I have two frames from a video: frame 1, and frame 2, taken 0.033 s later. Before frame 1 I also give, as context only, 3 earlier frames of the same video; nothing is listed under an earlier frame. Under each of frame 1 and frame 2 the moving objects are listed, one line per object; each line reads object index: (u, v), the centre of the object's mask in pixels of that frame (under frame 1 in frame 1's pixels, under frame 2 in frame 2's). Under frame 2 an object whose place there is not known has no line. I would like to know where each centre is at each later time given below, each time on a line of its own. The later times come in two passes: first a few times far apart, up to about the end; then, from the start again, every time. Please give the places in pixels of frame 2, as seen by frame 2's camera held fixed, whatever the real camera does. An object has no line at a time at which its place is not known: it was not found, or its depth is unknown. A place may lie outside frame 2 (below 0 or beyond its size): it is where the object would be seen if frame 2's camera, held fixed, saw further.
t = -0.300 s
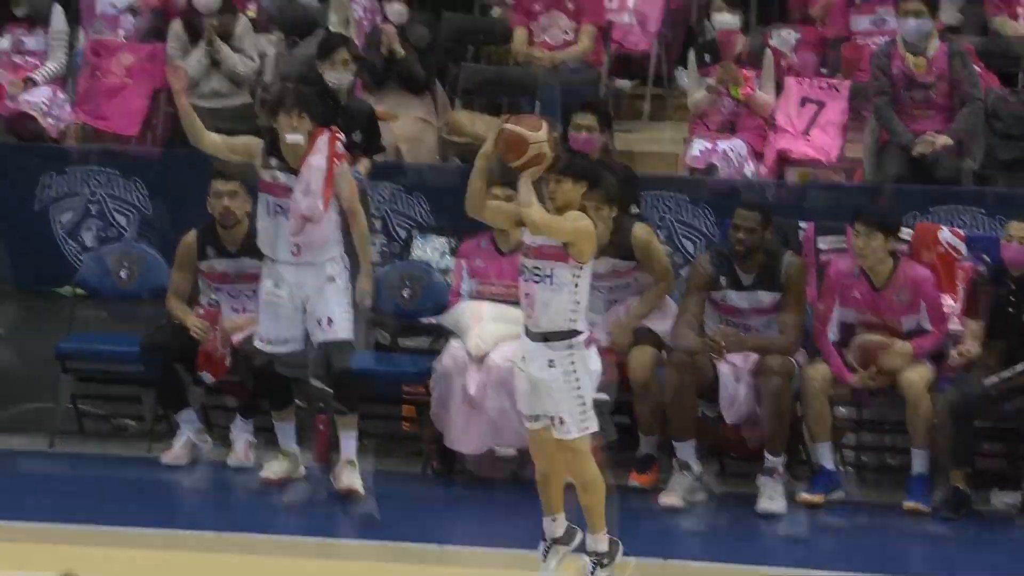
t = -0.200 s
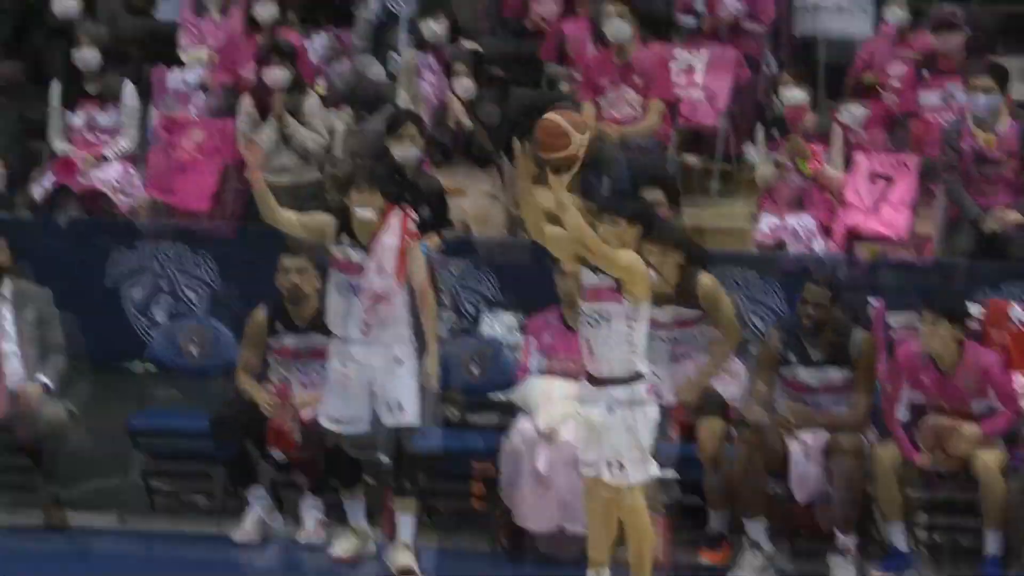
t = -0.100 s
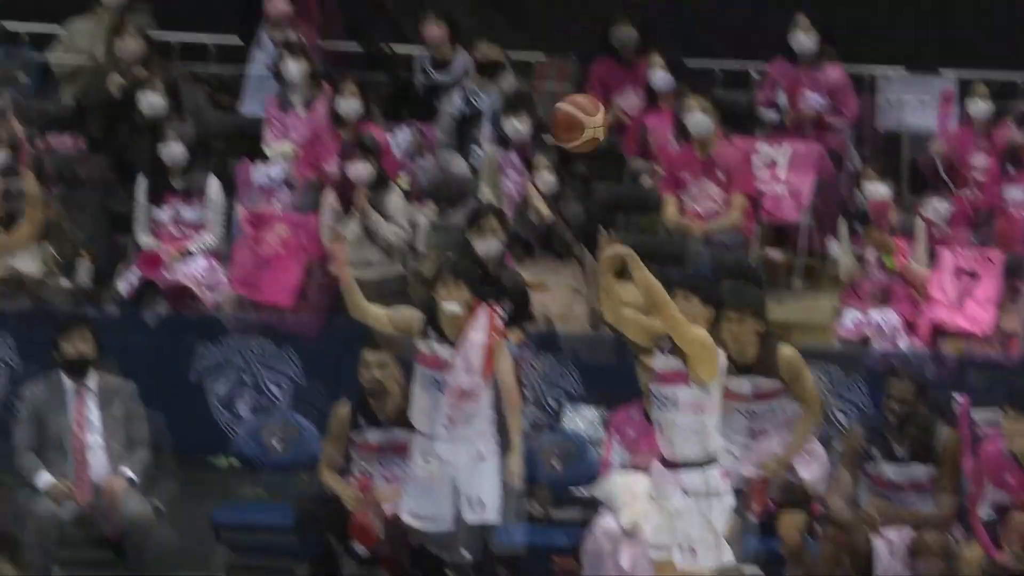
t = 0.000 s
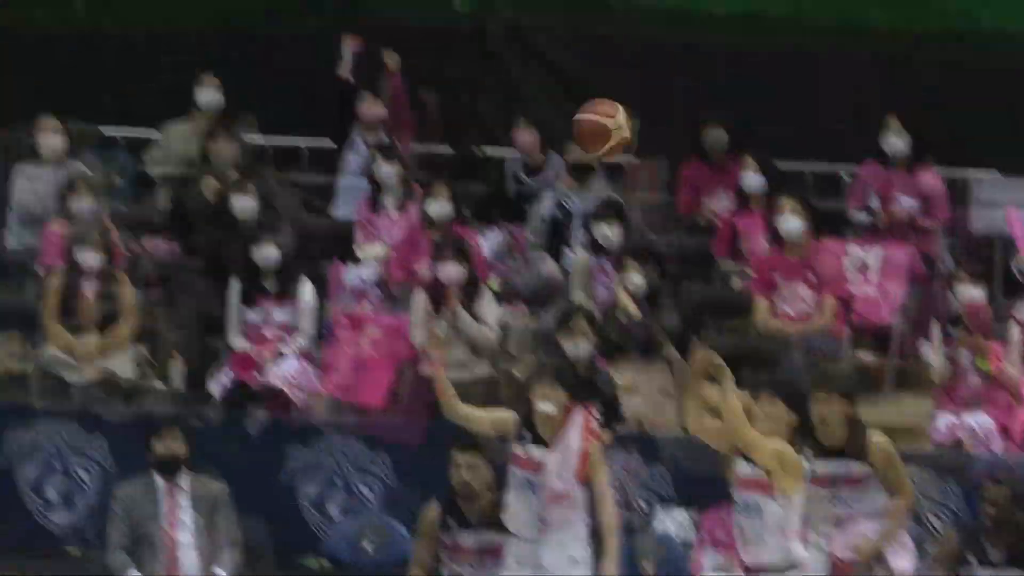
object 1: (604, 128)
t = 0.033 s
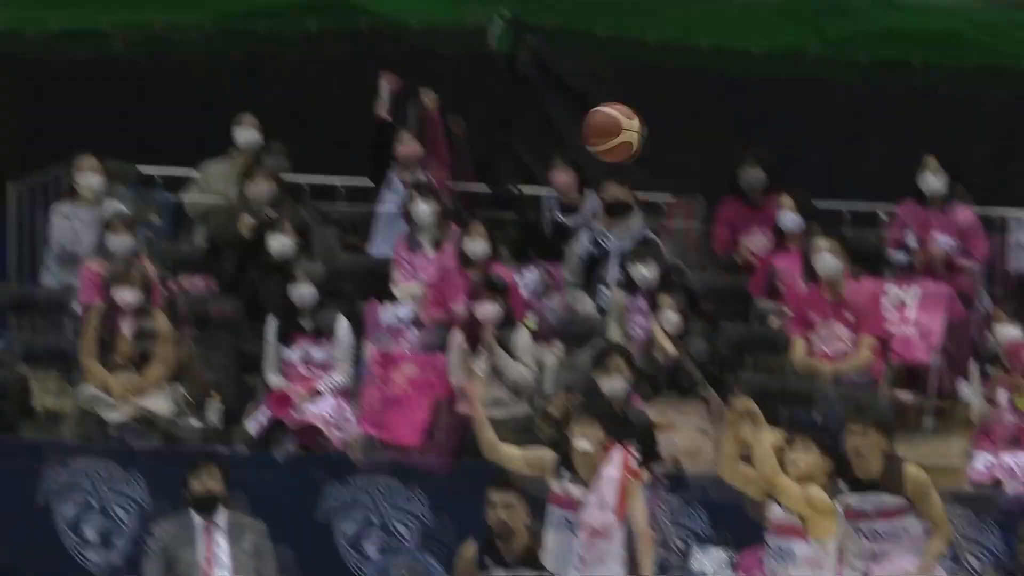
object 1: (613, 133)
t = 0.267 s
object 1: (463, -19)
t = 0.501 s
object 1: (289, -97)
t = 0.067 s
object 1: (593, 108)
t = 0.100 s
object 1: (574, 84)
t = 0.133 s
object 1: (546, 55)
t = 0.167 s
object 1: (525, 35)
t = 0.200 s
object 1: (505, 15)
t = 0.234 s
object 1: (484, -2)
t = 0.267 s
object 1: (463, -19)
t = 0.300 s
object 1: (435, -38)
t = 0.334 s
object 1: (413, -52)
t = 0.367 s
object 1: (391, -64)
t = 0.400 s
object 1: (362, -77)
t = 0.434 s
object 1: (341, -84)
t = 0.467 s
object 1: (319, -90)
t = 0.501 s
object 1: (289, -97)
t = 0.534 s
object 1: (265, -100)
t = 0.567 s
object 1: (236, -100)
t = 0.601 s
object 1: (213, -100)
